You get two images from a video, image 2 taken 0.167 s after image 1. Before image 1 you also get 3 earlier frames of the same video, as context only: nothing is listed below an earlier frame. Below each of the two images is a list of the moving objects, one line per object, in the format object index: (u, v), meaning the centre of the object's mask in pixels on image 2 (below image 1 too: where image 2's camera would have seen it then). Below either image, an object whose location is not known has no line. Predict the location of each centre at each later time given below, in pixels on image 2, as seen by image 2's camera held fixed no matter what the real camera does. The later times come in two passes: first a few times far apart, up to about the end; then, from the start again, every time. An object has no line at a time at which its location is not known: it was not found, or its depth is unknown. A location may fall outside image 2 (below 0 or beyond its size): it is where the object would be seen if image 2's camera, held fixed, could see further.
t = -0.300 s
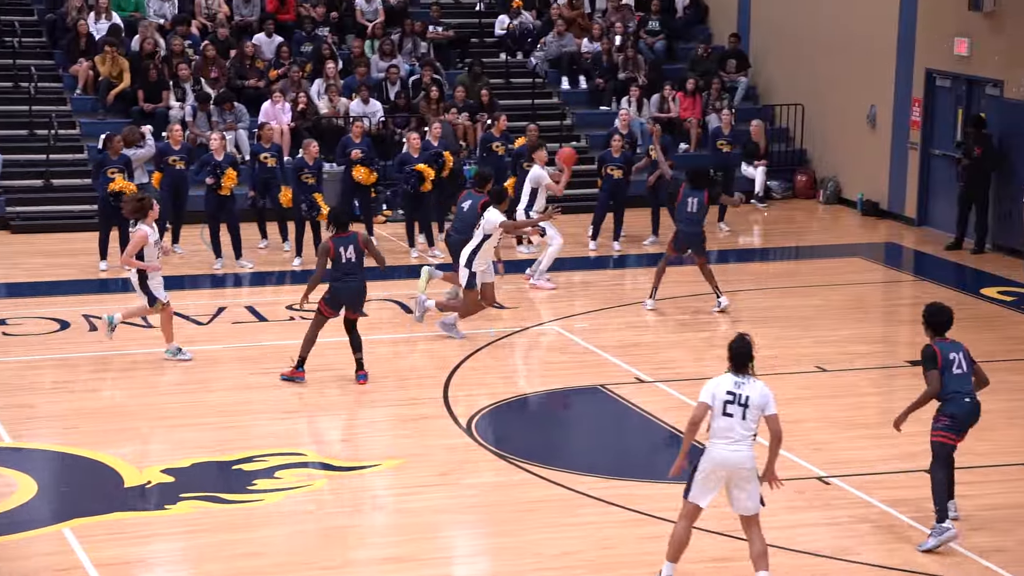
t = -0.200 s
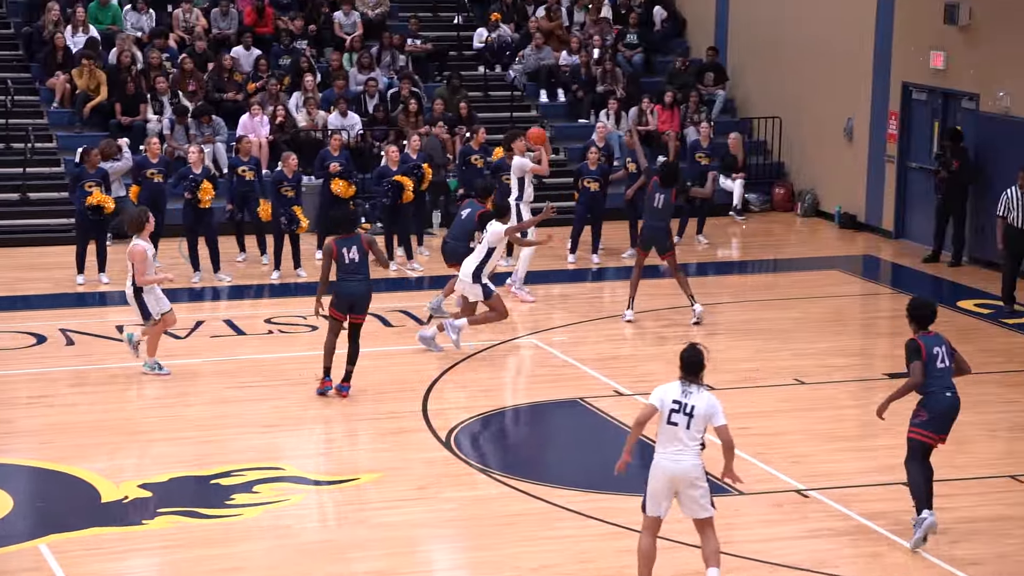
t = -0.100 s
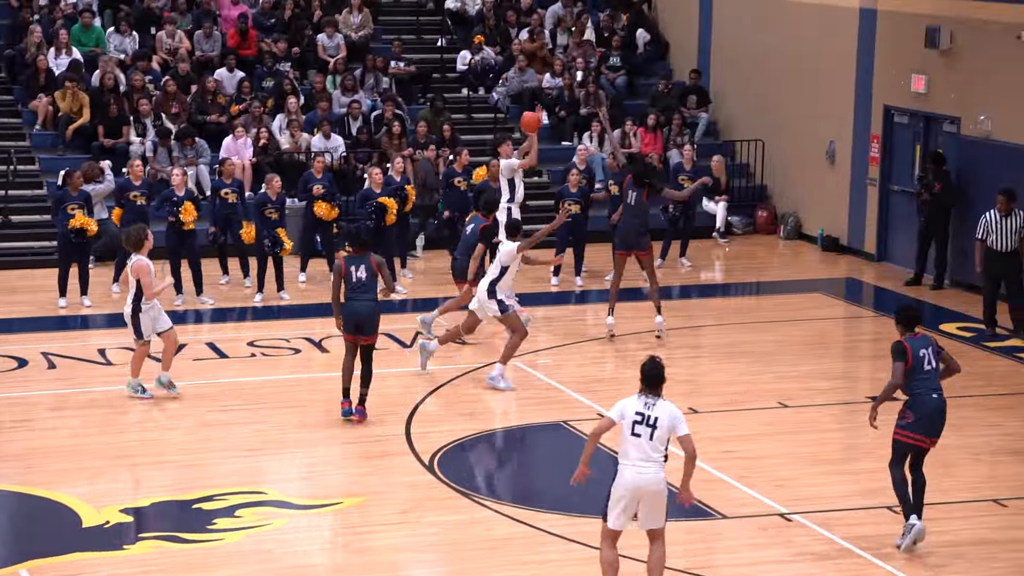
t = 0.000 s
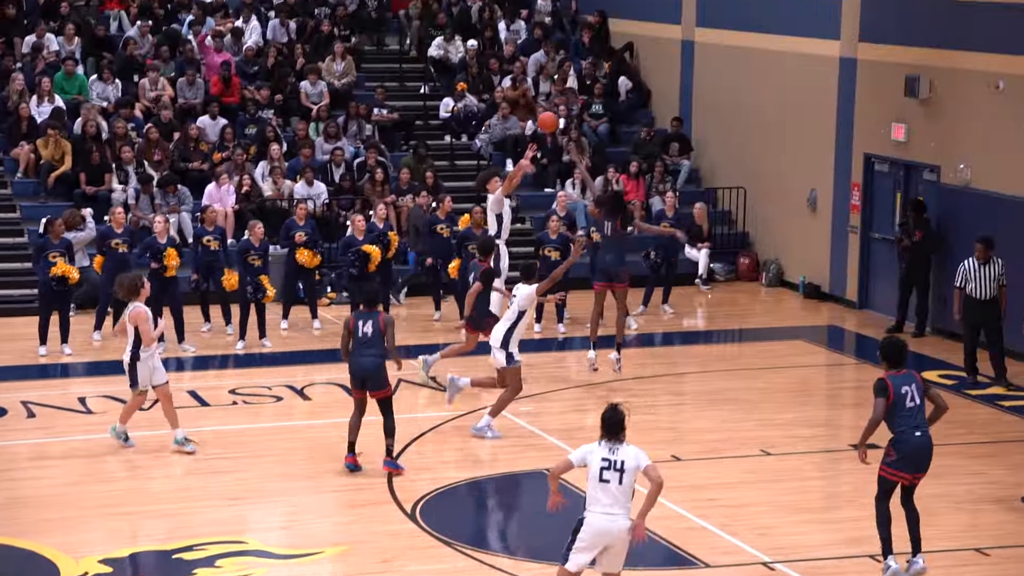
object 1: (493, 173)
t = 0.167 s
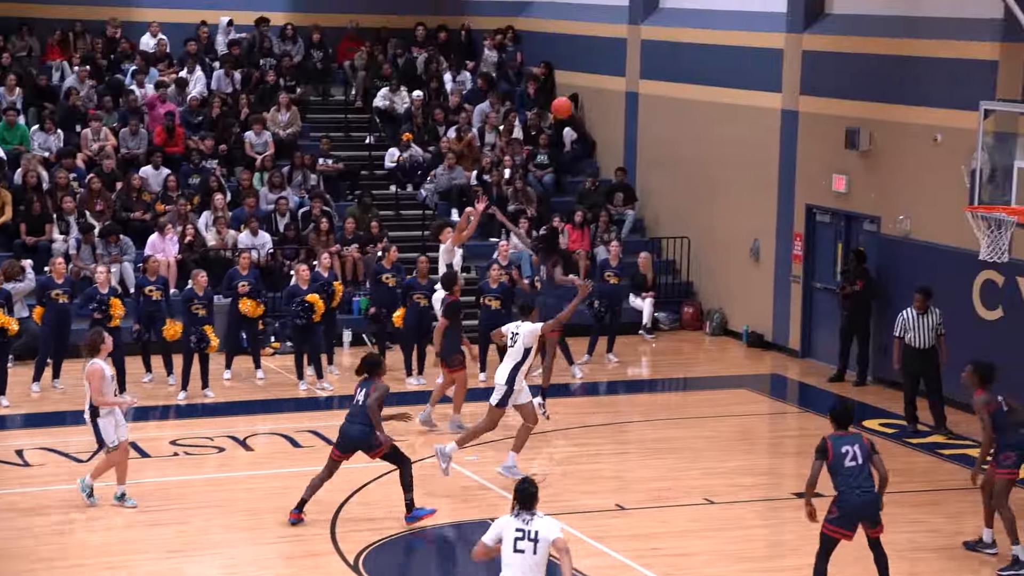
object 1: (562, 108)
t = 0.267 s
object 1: (604, 78)
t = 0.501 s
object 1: (707, 45)
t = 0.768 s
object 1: (831, 70)
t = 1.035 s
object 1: (964, 172)
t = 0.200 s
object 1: (576, 97)
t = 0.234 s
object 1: (590, 88)
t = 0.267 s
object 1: (604, 78)
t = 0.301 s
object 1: (619, 71)
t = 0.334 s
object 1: (633, 64)
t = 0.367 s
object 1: (648, 58)
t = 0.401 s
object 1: (662, 53)
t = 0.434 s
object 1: (677, 50)
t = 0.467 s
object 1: (692, 47)
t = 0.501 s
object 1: (707, 45)
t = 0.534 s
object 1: (721, 45)
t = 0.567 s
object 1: (737, 45)
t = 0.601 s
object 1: (752, 46)
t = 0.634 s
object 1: (768, 49)
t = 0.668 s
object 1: (783, 53)
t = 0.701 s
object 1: (799, 57)
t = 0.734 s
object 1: (815, 63)
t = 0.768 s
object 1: (831, 70)
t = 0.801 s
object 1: (847, 78)
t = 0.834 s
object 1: (863, 88)
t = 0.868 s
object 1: (880, 98)
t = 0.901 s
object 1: (896, 110)
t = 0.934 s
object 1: (913, 124)
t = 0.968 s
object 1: (930, 138)
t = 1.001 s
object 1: (948, 154)
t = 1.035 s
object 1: (964, 172)
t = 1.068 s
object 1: (982, 191)
